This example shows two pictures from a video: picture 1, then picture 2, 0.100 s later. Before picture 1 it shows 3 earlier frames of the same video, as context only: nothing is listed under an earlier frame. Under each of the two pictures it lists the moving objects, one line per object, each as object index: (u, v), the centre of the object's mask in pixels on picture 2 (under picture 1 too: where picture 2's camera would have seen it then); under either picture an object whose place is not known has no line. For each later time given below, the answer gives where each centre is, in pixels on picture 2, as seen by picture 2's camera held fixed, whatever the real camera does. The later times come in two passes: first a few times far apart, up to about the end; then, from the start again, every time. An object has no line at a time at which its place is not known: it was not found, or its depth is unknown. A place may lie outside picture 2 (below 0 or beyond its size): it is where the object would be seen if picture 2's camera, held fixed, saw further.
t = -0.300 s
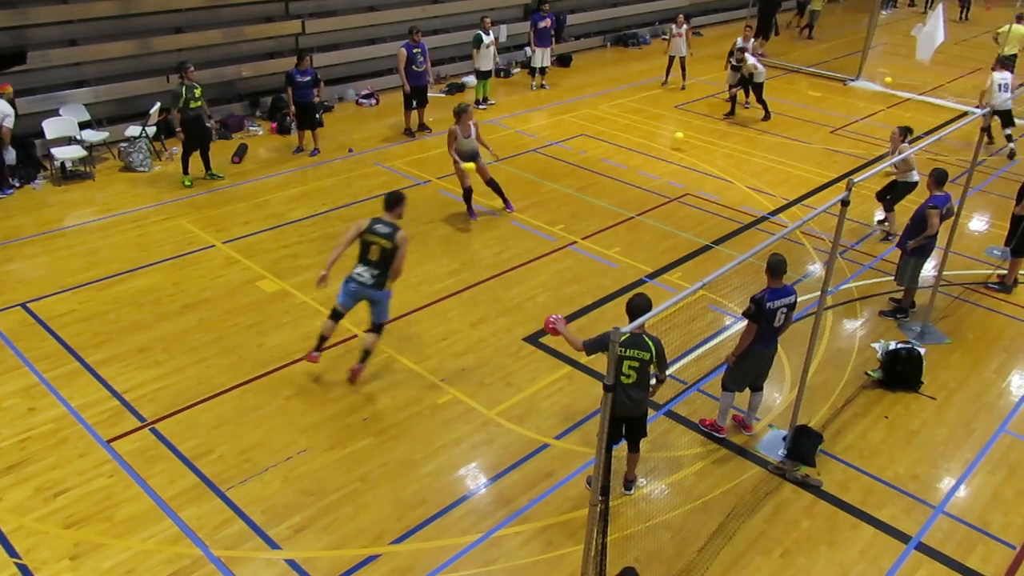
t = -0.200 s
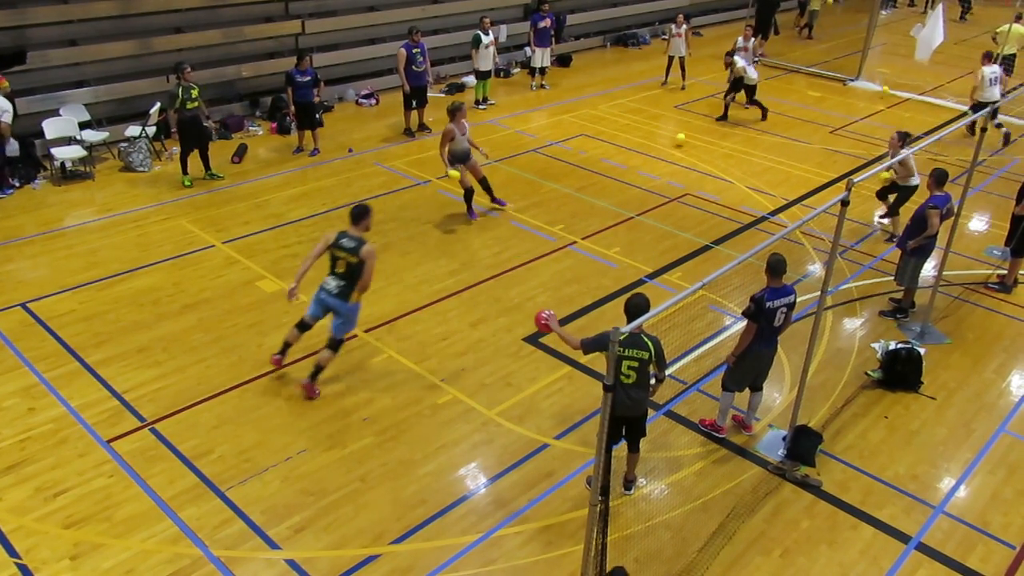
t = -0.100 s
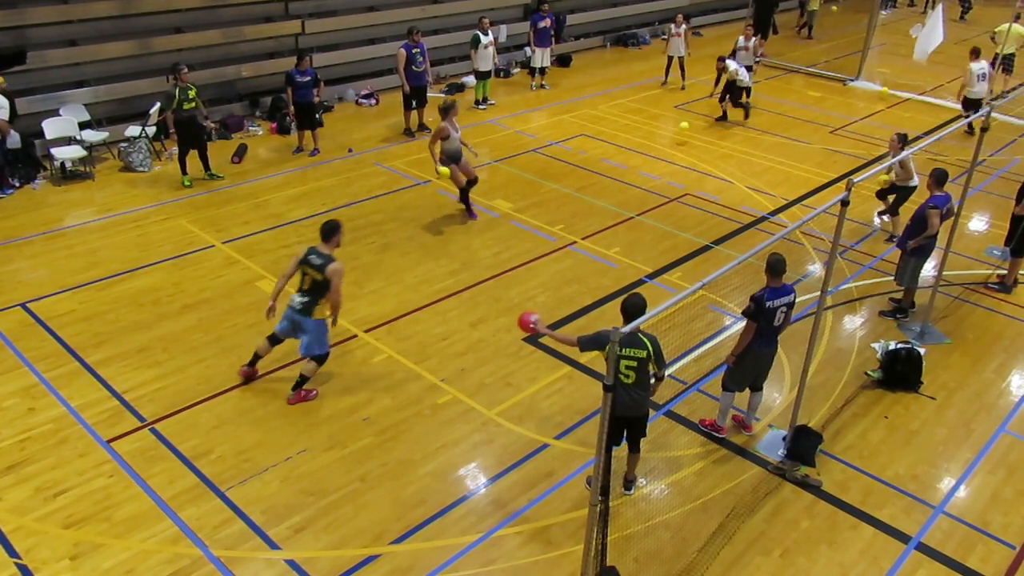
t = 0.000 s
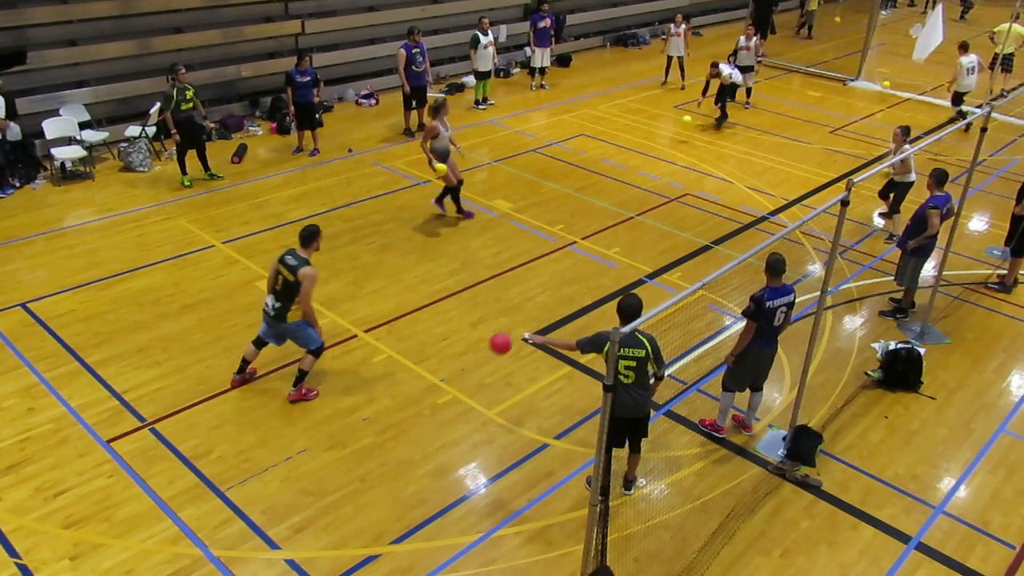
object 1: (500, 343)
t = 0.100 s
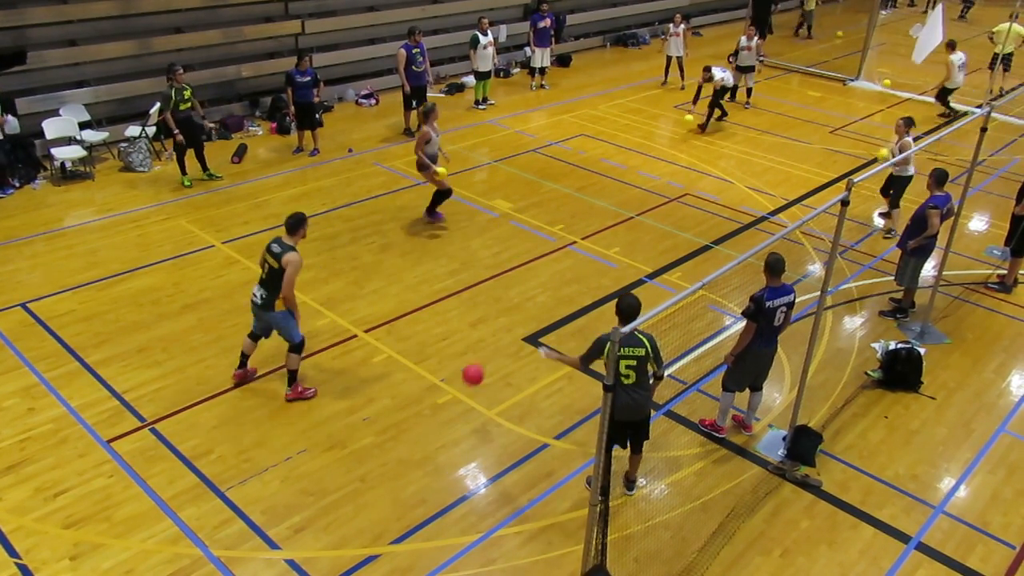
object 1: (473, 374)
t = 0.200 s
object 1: (447, 413)
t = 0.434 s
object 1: (408, 395)
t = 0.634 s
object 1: (379, 360)
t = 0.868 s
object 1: (346, 369)
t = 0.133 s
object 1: (464, 386)
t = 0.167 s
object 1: (455, 400)
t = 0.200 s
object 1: (447, 413)
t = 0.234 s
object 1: (439, 429)
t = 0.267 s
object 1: (431, 446)
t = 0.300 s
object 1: (427, 437)
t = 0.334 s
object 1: (422, 425)
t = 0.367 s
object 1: (418, 414)
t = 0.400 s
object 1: (413, 404)
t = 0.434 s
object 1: (408, 395)
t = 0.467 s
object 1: (403, 386)
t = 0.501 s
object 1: (398, 379)
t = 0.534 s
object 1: (393, 372)
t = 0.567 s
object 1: (389, 367)
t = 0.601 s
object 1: (384, 363)
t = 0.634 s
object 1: (379, 360)
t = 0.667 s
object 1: (374, 358)
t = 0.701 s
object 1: (369, 357)
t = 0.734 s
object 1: (364, 357)
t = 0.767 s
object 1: (359, 359)
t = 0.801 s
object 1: (355, 361)
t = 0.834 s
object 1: (351, 365)
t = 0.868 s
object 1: (346, 369)
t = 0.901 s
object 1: (342, 375)
